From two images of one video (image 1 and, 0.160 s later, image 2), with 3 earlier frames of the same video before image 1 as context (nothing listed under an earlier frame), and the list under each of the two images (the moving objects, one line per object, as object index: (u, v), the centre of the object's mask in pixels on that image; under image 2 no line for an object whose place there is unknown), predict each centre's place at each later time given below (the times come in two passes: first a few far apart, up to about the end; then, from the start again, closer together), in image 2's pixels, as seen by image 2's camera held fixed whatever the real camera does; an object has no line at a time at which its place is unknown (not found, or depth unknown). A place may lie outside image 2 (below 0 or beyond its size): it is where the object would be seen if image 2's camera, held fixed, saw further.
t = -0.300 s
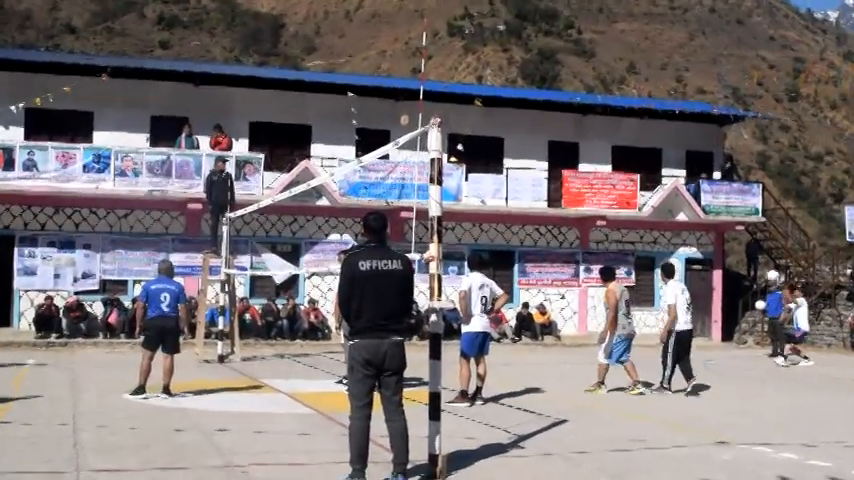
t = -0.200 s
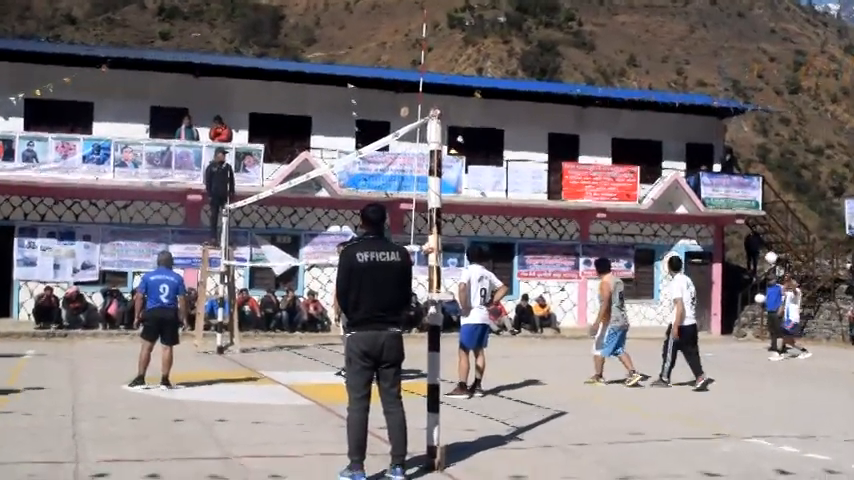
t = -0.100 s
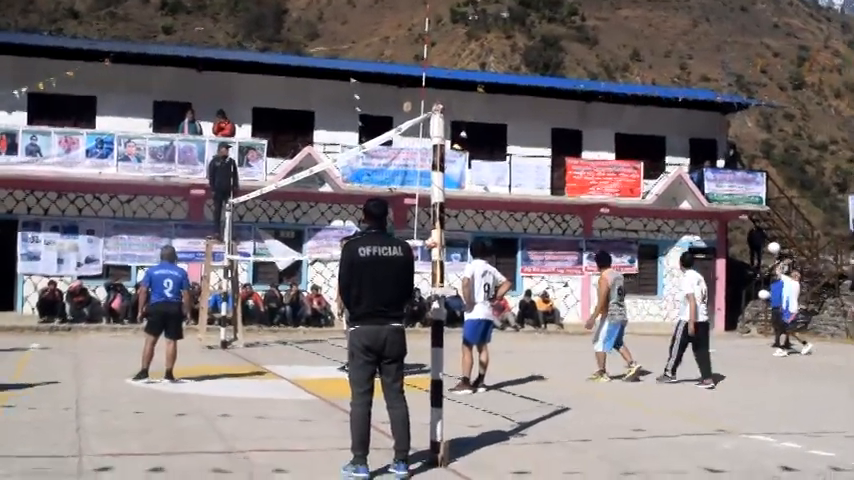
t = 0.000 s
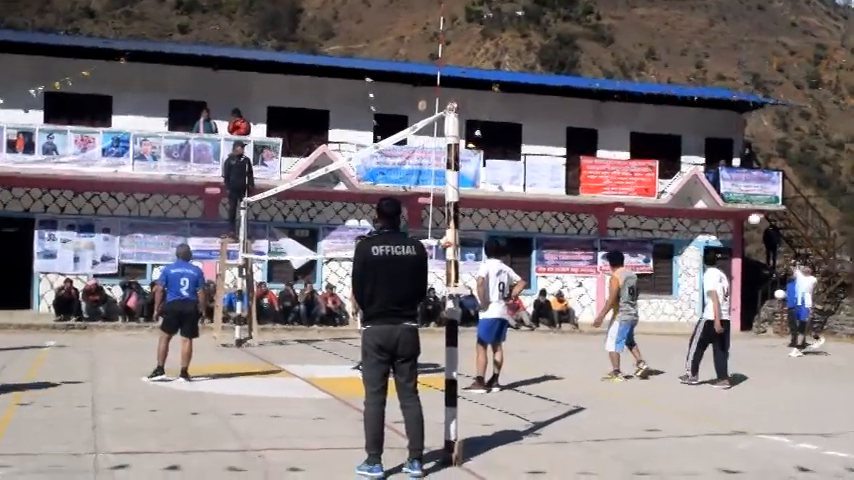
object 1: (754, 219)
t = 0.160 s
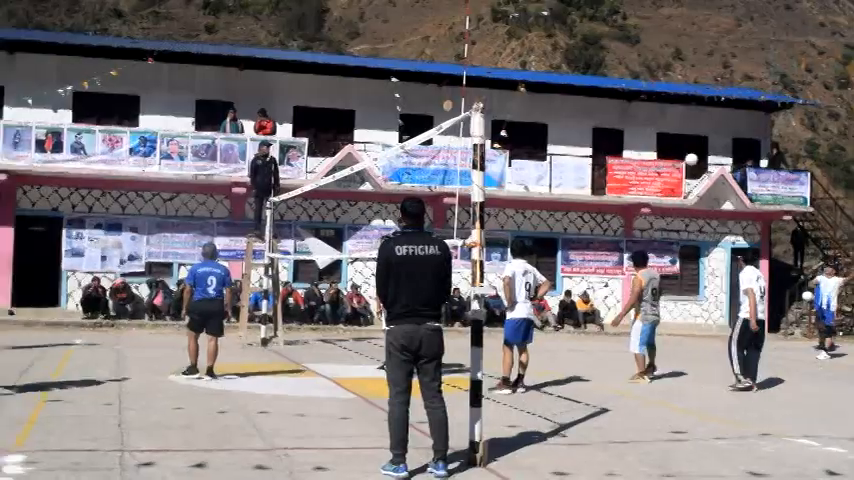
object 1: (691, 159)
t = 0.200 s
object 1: (667, 145)
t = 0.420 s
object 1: (536, 82)
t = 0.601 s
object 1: (422, 49)
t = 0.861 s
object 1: (246, 36)
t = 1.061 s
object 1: (101, 57)
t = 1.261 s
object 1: (-52, 108)
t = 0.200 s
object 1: (667, 145)
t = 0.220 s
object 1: (656, 139)
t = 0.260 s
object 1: (632, 126)
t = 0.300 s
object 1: (608, 114)
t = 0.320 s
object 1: (596, 108)
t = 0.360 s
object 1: (572, 97)
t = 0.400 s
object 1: (548, 87)
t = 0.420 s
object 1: (536, 82)
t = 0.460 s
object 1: (511, 72)
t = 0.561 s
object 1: (448, 55)
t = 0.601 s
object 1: (422, 49)
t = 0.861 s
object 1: (246, 36)
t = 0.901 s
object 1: (217, 38)
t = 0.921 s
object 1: (203, 38)
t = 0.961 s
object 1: (174, 41)
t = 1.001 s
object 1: (145, 48)
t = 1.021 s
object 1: (130, 50)
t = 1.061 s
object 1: (101, 57)
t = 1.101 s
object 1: (70, 64)
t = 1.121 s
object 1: (55, 69)
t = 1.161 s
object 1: (24, 79)
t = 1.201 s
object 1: (-6, 90)
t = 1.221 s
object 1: (-22, 96)
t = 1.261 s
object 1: (-52, 108)
